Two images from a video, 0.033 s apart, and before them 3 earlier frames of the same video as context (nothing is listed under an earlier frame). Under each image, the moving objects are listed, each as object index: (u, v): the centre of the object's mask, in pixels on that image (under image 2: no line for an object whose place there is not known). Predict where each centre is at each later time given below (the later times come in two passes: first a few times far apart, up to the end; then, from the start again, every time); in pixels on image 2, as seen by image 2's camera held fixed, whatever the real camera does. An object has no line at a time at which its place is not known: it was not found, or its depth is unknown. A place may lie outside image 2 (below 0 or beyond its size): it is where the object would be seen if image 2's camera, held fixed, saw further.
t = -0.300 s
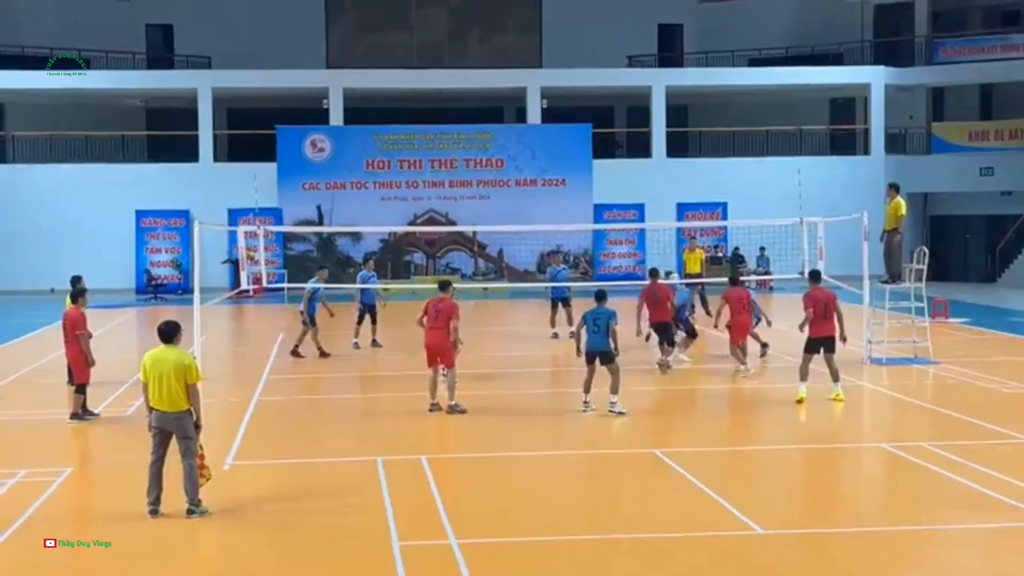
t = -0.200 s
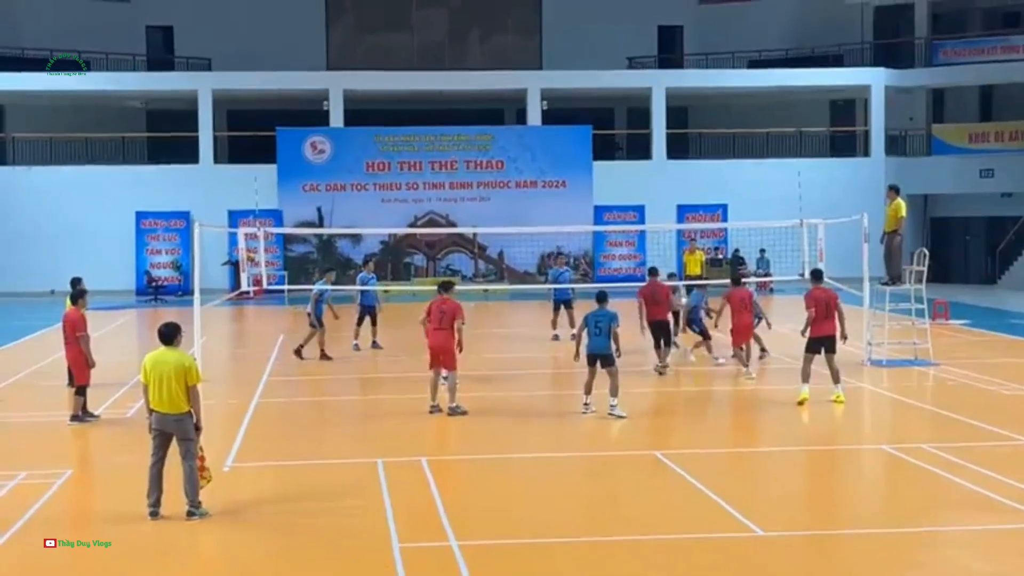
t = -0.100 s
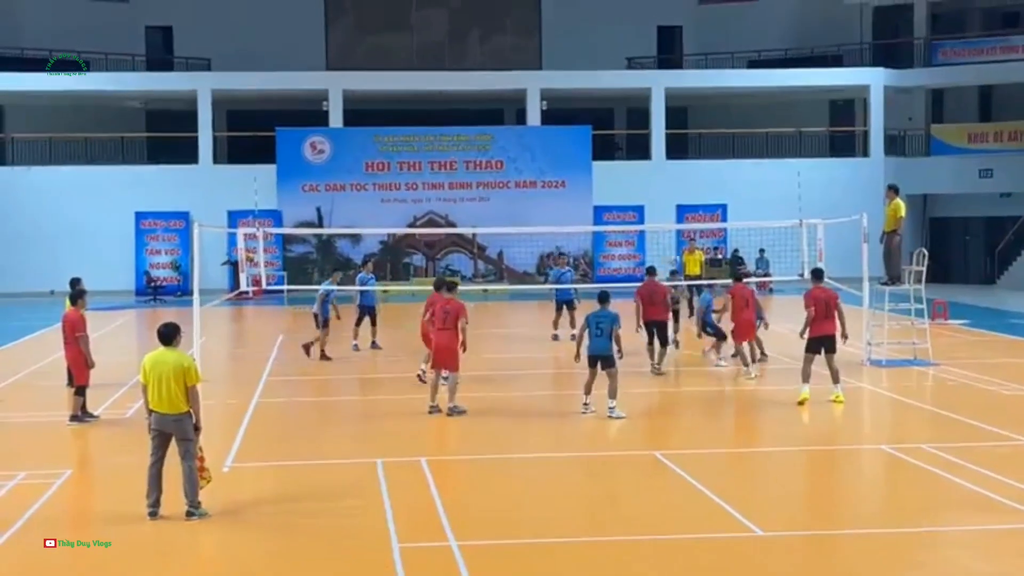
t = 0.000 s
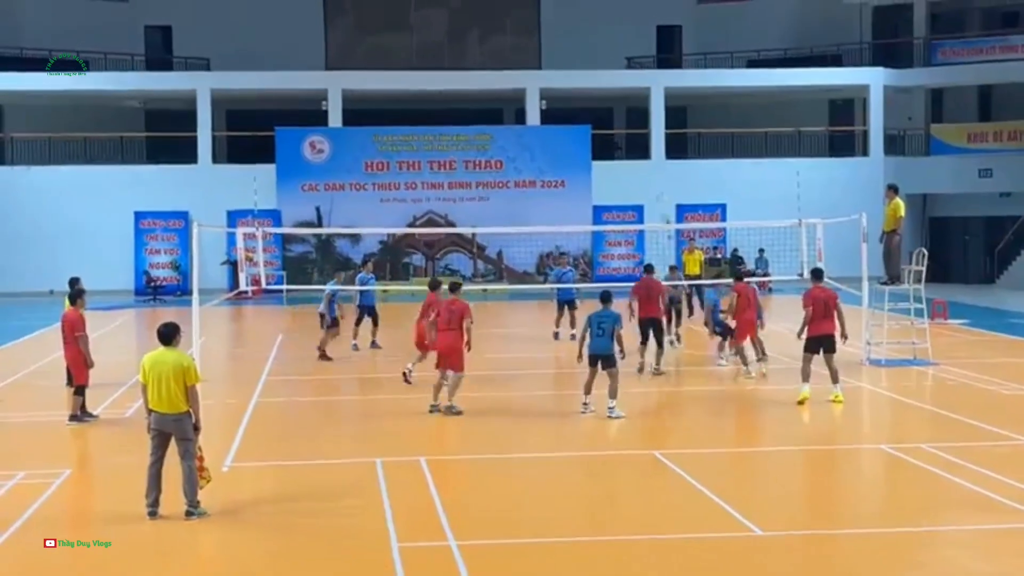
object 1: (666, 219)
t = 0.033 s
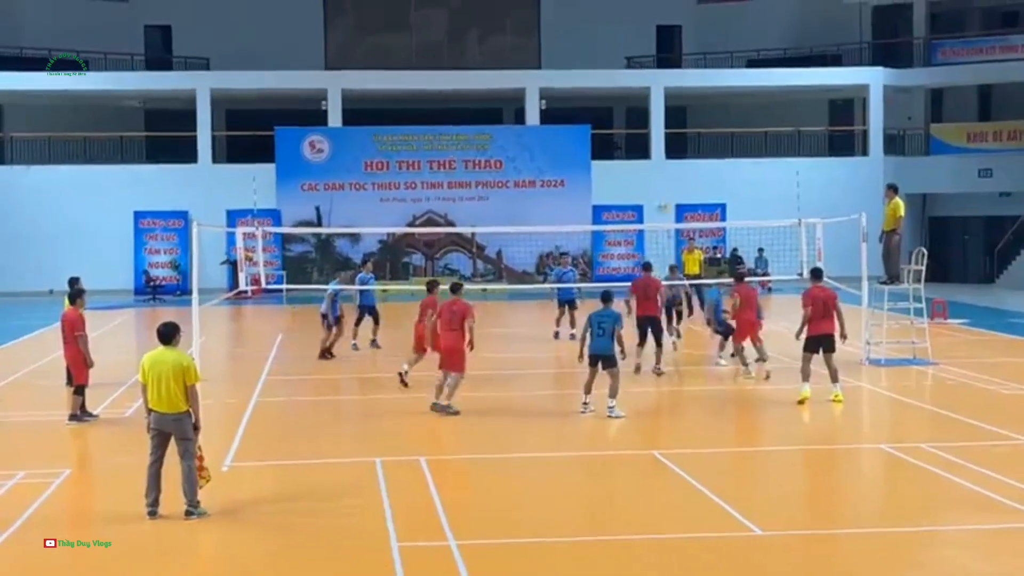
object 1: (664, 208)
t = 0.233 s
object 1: (647, 147)
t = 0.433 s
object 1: (633, 108)
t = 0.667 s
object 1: (614, 93)
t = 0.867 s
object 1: (597, 106)
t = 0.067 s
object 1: (660, 197)
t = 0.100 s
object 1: (658, 191)
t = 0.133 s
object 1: (657, 176)
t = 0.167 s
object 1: (655, 168)
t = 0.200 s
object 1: (650, 156)
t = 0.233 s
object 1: (647, 147)
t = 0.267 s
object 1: (646, 139)
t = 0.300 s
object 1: (644, 132)
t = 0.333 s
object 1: (641, 125)
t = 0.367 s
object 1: (639, 119)
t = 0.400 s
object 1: (636, 114)
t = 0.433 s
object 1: (633, 108)
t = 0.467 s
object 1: (631, 104)
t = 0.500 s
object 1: (628, 100)
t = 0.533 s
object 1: (626, 97)
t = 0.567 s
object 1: (623, 95)
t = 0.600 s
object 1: (620, 94)
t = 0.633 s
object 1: (617, 93)
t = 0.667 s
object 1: (614, 93)
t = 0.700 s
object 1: (611, 93)
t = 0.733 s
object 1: (609, 94)
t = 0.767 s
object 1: (606, 95)
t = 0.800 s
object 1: (602, 99)
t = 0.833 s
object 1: (600, 102)
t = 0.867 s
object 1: (597, 106)
